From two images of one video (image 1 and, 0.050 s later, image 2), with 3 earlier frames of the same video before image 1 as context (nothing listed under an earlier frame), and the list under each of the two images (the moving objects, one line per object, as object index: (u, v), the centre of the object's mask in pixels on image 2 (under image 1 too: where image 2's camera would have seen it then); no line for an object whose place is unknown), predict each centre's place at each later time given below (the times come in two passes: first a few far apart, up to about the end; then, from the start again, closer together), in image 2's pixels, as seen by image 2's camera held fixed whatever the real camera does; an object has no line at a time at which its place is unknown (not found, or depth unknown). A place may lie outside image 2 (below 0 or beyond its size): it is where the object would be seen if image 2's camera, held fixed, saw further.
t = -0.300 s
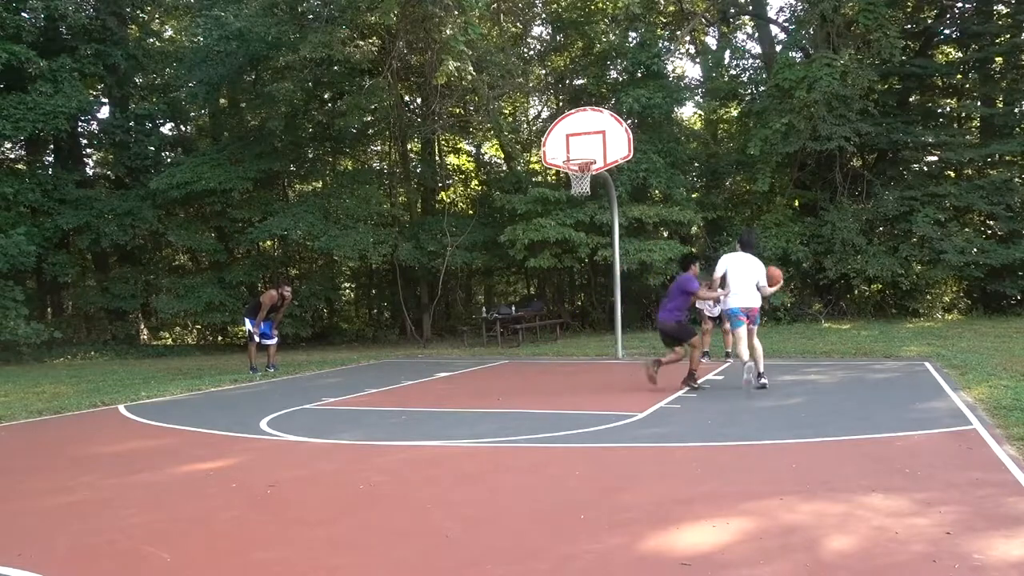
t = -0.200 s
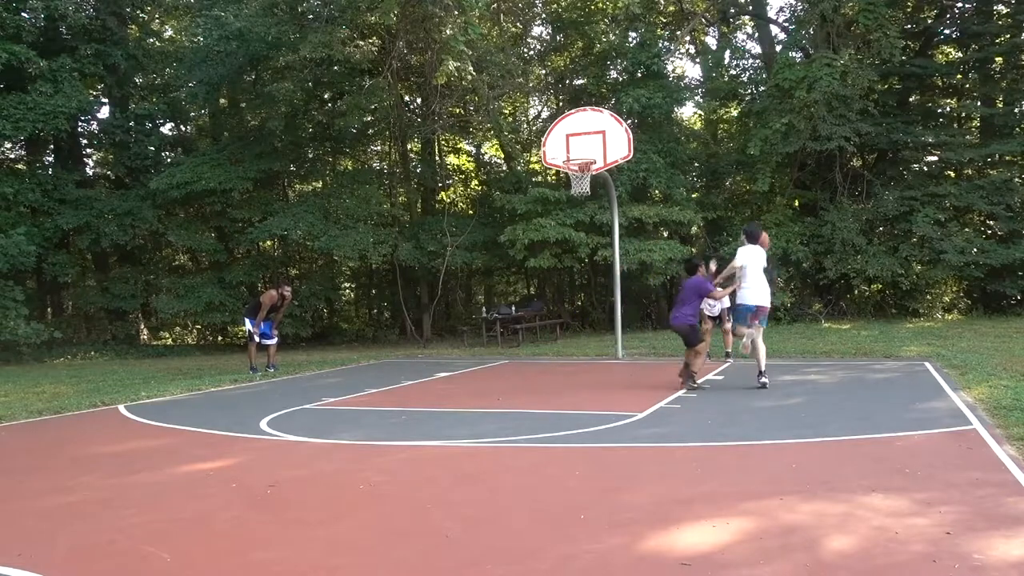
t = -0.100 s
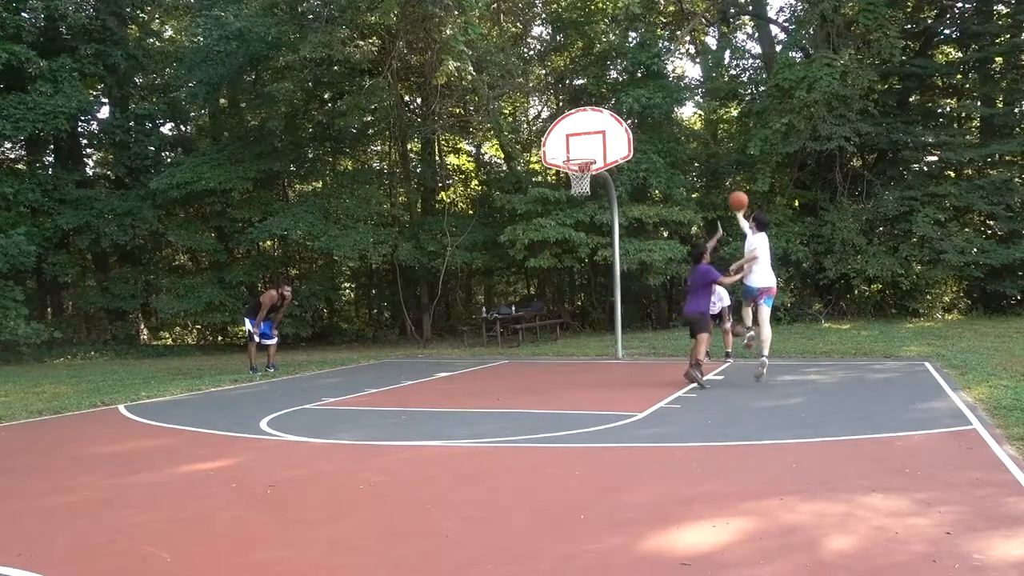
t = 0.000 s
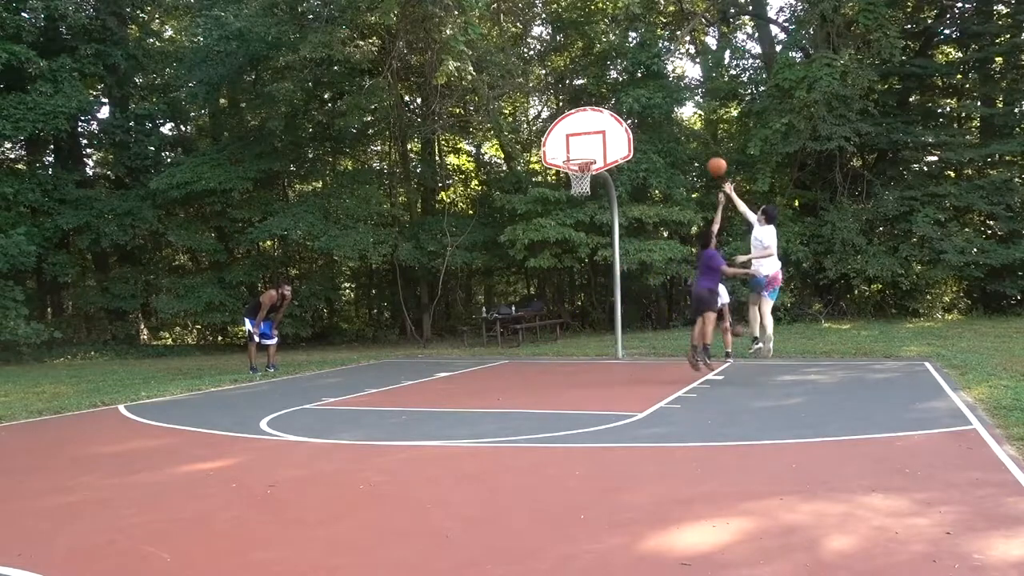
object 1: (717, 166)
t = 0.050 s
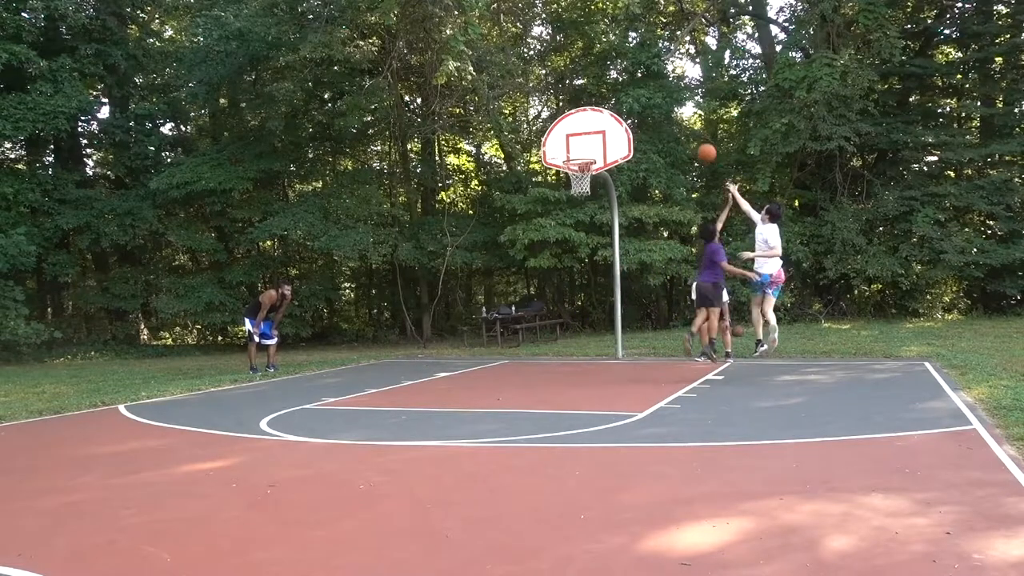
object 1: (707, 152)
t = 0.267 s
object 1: (666, 117)
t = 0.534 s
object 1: (621, 121)
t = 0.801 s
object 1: (588, 145)
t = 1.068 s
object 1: (572, 185)
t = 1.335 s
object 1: (573, 237)
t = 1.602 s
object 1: (577, 336)
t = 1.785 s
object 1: (581, 320)
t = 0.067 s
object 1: (702, 148)
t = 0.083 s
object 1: (700, 145)
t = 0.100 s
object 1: (697, 141)
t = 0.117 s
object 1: (693, 137)
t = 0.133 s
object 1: (690, 134)
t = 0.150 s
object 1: (687, 131)
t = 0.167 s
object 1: (683, 129)
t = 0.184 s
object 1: (680, 127)
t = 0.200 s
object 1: (677, 125)
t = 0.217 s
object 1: (674, 122)
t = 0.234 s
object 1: (671, 120)
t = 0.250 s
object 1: (668, 119)
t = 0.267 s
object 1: (666, 117)
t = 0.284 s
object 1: (662, 115)
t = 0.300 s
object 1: (660, 115)
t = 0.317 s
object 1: (656, 114)
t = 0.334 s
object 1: (654, 113)
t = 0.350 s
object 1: (651, 113)
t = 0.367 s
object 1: (648, 113)
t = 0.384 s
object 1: (645, 113)
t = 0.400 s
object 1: (642, 113)
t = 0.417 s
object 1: (639, 113)
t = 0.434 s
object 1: (637, 114)
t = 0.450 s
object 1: (634, 114)
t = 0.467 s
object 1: (631, 115)
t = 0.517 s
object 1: (623, 120)
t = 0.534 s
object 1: (621, 121)
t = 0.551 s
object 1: (618, 123)
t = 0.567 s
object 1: (615, 126)
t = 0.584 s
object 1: (613, 126)
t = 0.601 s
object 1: (612, 126)
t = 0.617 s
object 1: (609, 127)
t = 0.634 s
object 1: (607, 128)
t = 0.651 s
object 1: (605, 128)
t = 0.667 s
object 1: (603, 129)
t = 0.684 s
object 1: (602, 131)
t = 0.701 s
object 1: (600, 132)
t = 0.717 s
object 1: (598, 134)
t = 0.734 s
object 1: (596, 136)
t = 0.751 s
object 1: (593, 138)
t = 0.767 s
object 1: (592, 140)
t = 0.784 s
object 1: (590, 142)
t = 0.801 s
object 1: (588, 145)
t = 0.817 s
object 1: (586, 148)
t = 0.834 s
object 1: (584, 150)
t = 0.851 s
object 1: (582, 153)
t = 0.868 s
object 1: (580, 154)
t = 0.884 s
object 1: (578, 159)
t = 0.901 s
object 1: (576, 164)
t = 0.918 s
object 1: (573, 167)
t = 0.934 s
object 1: (571, 169)
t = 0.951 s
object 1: (569, 170)
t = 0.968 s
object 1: (568, 174)
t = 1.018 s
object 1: (571, 185)
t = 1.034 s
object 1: (572, 185)
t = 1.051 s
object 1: (572, 185)
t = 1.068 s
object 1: (572, 185)
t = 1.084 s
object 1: (573, 186)
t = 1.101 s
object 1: (572, 188)
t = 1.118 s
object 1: (572, 189)
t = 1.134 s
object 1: (572, 192)
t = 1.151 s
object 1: (572, 195)
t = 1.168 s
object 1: (572, 197)
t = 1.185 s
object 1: (572, 200)
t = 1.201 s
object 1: (572, 204)
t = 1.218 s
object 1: (573, 207)
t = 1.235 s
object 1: (572, 211)
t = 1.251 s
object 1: (573, 215)
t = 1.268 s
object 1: (573, 218)
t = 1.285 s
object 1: (573, 222)
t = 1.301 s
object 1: (574, 227)
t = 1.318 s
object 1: (573, 231)
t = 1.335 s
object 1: (573, 237)
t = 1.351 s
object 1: (574, 241)
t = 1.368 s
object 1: (574, 246)
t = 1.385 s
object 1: (574, 251)
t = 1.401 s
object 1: (574, 256)
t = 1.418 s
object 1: (574, 263)
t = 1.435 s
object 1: (574, 268)
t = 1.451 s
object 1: (574, 274)
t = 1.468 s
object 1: (575, 280)
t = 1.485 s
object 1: (575, 287)
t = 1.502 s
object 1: (575, 293)
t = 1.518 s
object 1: (575, 300)
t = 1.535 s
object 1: (576, 307)
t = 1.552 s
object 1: (576, 314)
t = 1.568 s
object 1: (576, 321)
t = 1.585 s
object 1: (576, 328)
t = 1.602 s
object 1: (577, 336)
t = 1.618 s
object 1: (577, 343)
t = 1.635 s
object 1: (577, 352)
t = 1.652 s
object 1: (577, 360)
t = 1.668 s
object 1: (577, 360)
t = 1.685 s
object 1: (579, 355)
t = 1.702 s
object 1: (579, 349)
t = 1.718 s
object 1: (579, 342)
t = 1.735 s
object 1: (580, 337)
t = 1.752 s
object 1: (580, 331)
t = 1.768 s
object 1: (580, 325)
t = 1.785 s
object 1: (581, 320)
